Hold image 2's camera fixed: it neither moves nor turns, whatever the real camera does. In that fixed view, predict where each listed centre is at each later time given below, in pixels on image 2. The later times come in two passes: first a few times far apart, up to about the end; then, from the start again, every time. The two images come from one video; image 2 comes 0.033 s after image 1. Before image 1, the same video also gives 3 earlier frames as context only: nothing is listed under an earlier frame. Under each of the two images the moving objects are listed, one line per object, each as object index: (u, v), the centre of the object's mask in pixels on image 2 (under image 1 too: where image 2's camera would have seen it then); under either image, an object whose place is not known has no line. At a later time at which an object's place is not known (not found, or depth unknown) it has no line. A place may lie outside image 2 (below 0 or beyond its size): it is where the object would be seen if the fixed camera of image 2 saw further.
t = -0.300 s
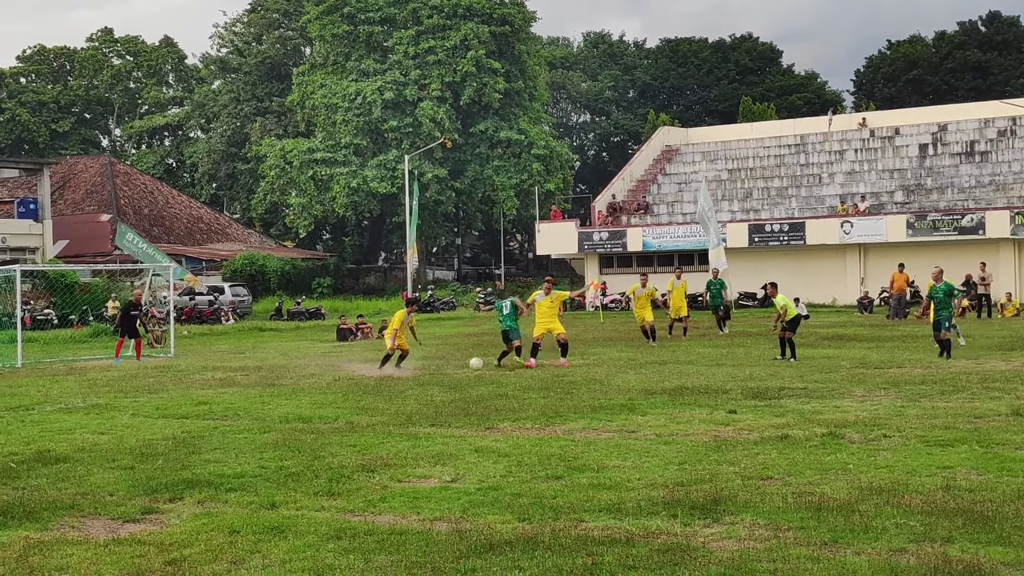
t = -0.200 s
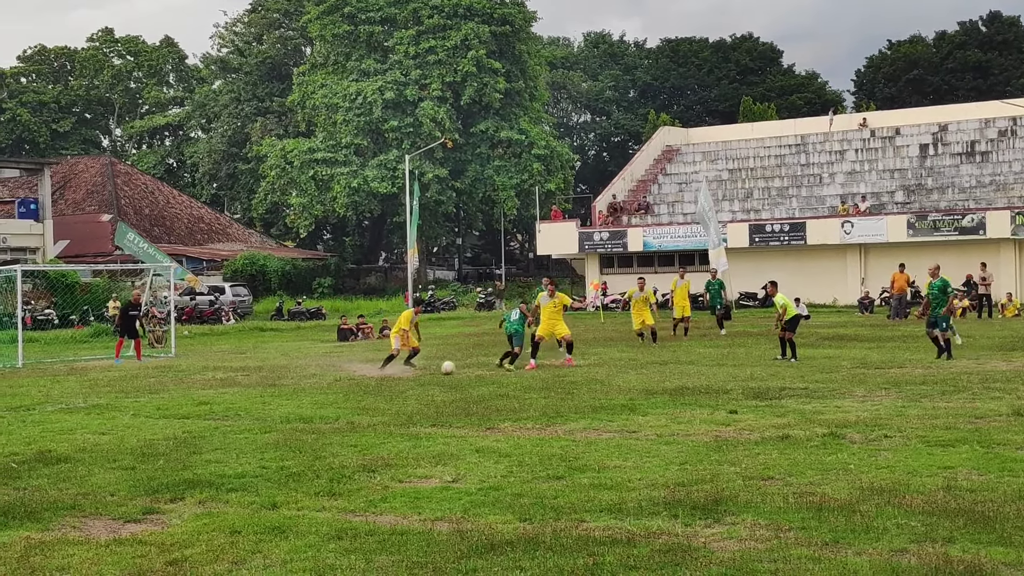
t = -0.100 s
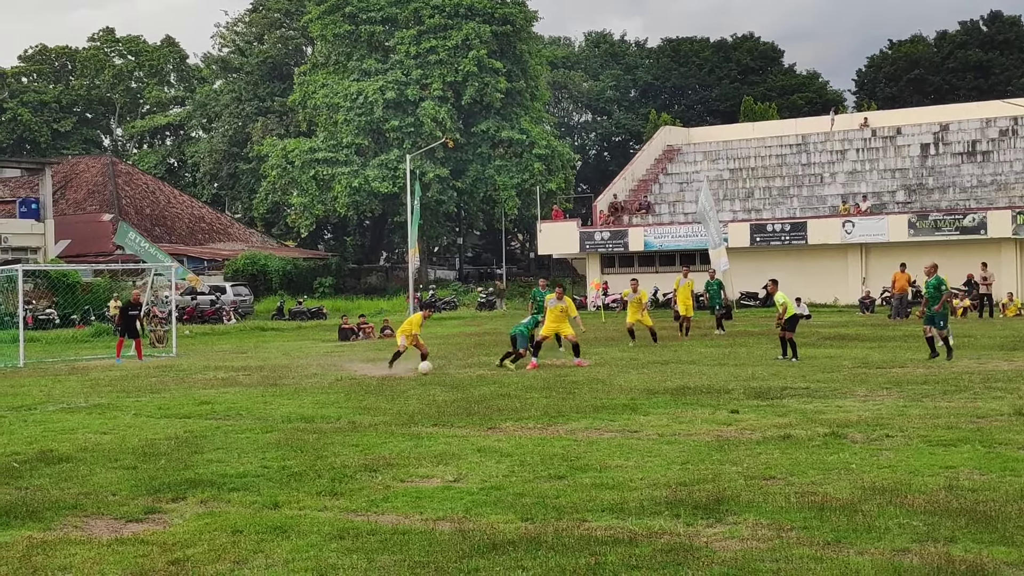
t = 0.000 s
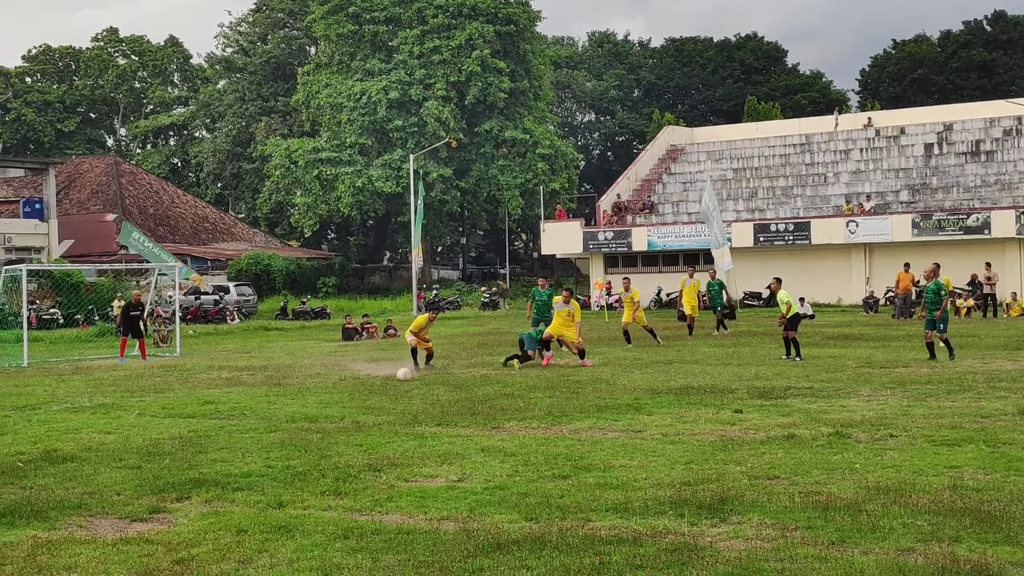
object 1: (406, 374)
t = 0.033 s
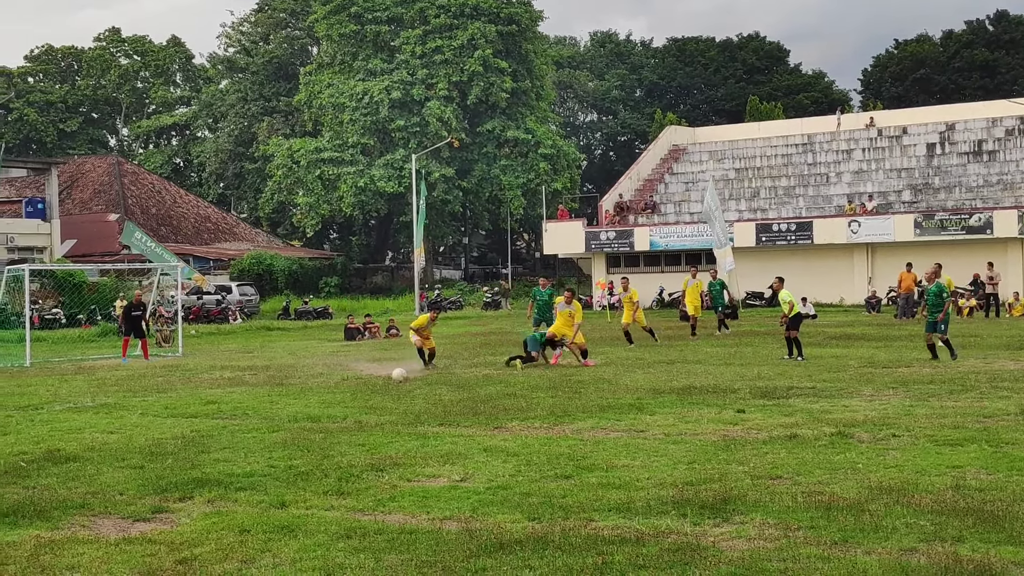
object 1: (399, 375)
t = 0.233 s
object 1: (357, 377)
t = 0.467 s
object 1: (306, 385)
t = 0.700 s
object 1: (252, 393)
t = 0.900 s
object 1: (202, 400)
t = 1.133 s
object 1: (141, 409)
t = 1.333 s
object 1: (85, 409)
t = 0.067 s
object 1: (391, 375)
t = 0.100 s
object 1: (385, 376)
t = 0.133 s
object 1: (377, 378)
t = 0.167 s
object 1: (371, 378)
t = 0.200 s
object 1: (364, 377)
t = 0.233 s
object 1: (357, 377)
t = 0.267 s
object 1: (350, 379)
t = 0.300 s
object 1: (343, 380)
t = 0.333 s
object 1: (336, 382)
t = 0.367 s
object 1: (329, 383)
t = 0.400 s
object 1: (321, 383)
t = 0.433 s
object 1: (314, 384)
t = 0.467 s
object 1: (306, 385)
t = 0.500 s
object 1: (298, 387)
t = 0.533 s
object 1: (291, 388)
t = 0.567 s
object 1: (283, 388)
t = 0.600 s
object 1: (275, 389)
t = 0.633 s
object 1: (267, 390)
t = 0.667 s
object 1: (259, 392)
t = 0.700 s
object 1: (252, 393)
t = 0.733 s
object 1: (244, 393)
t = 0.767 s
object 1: (236, 392)
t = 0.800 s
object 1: (227, 393)
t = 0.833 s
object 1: (219, 395)
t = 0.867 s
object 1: (210, 397)
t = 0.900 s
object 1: (202, 400)
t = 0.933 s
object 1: (193, 400)
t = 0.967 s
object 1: (184, 400)
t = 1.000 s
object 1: (176, 400)
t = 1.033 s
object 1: (167, 401)
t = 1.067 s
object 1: (159, 404)
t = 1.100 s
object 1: (150, 406)
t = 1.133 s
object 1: (141, 409)
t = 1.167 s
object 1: (132, 408)
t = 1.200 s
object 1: (123, 406)
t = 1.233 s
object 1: (113, 405)
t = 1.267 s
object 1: (104, 405)
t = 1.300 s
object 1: (95, 406)
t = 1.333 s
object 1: (85, 409)
